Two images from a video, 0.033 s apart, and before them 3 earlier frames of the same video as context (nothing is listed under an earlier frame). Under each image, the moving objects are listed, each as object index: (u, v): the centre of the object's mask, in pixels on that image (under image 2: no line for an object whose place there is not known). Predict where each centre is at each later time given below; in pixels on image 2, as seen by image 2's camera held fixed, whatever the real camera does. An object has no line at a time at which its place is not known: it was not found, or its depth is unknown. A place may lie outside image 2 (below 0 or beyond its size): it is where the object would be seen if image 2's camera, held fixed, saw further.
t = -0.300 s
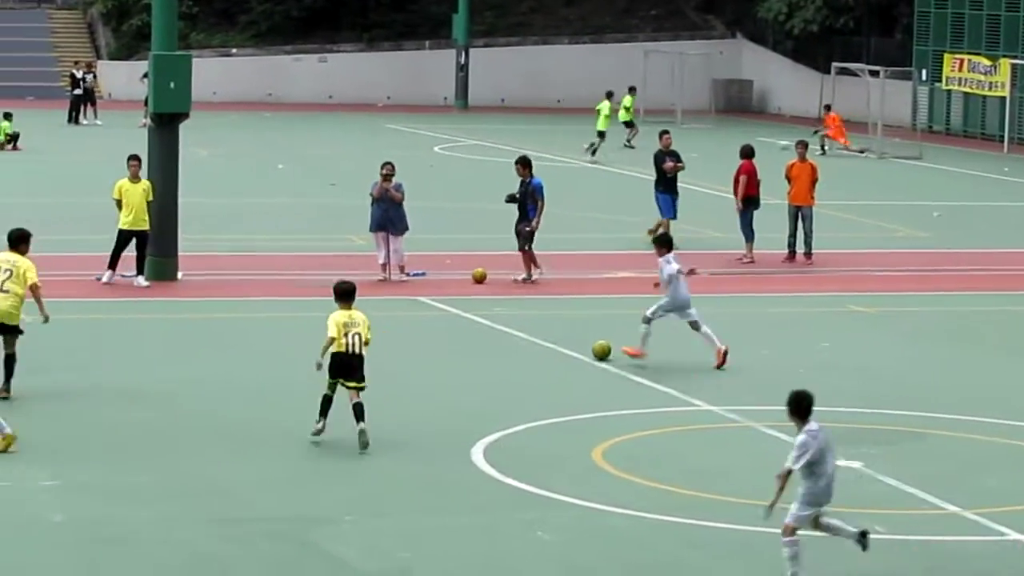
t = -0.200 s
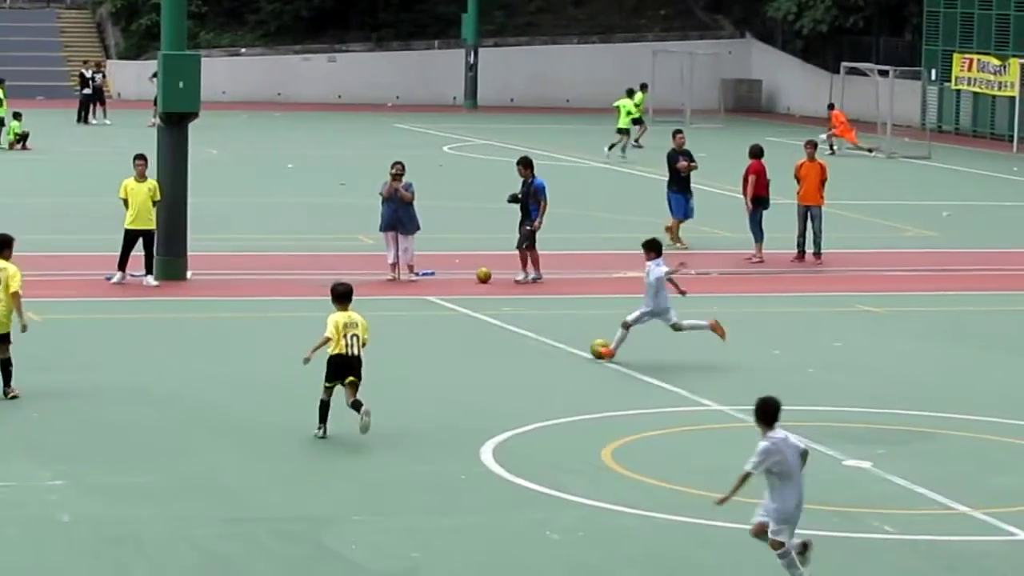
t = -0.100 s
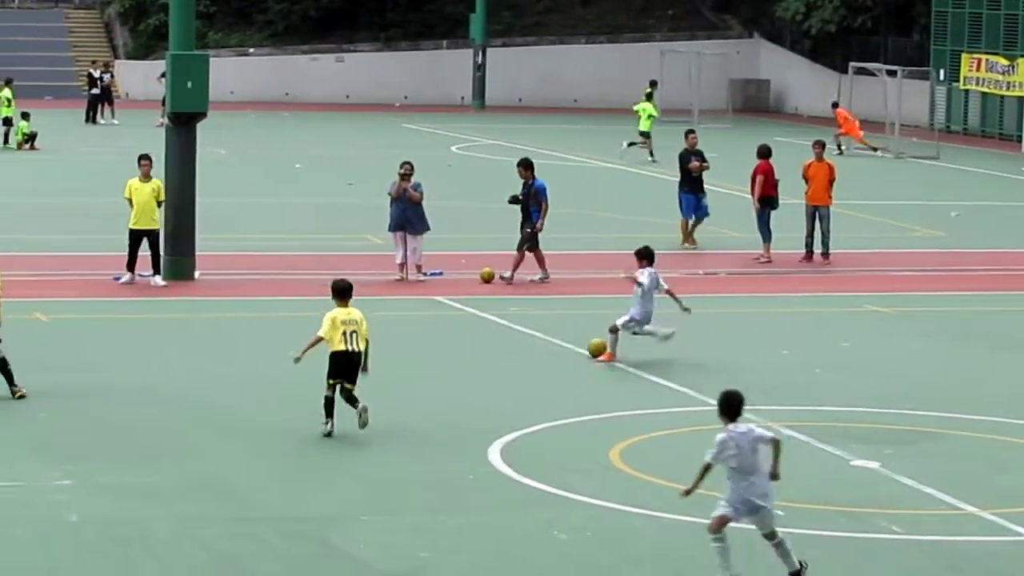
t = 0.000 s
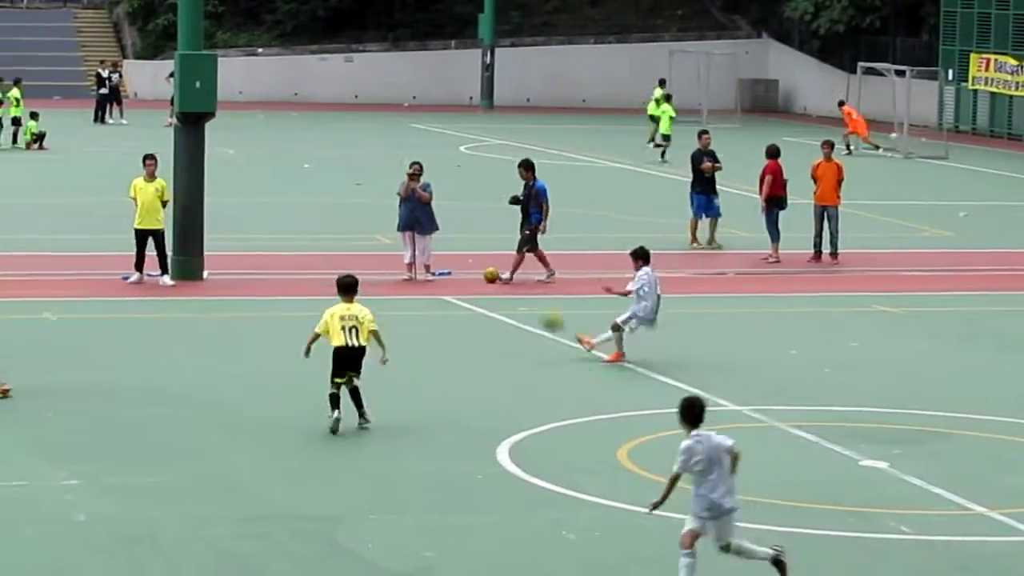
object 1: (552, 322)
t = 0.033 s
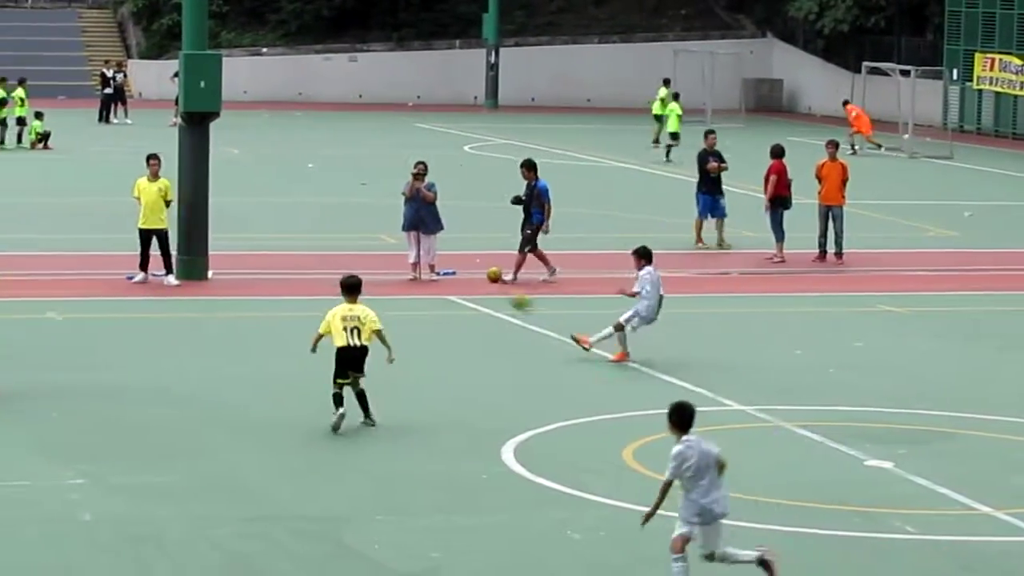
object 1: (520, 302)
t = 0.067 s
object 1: (485, 283)
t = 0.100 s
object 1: (449, 267)
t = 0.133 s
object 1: (409, 248)
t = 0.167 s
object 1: (376, 232)
